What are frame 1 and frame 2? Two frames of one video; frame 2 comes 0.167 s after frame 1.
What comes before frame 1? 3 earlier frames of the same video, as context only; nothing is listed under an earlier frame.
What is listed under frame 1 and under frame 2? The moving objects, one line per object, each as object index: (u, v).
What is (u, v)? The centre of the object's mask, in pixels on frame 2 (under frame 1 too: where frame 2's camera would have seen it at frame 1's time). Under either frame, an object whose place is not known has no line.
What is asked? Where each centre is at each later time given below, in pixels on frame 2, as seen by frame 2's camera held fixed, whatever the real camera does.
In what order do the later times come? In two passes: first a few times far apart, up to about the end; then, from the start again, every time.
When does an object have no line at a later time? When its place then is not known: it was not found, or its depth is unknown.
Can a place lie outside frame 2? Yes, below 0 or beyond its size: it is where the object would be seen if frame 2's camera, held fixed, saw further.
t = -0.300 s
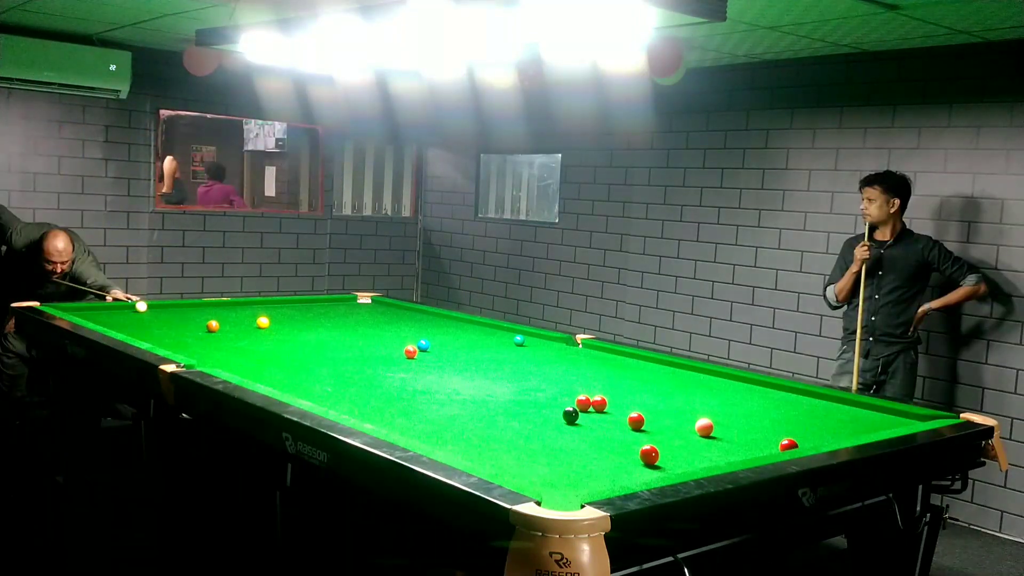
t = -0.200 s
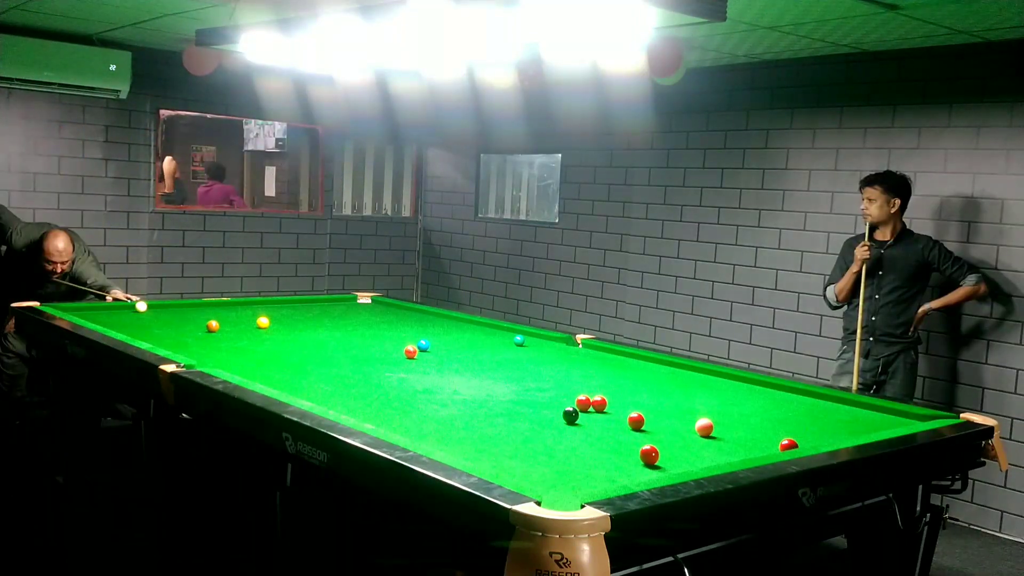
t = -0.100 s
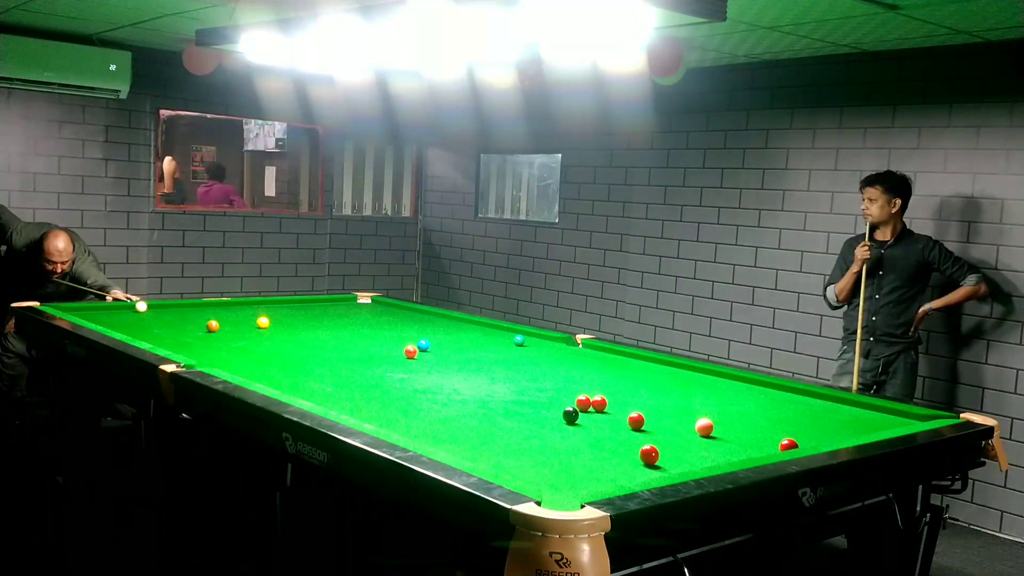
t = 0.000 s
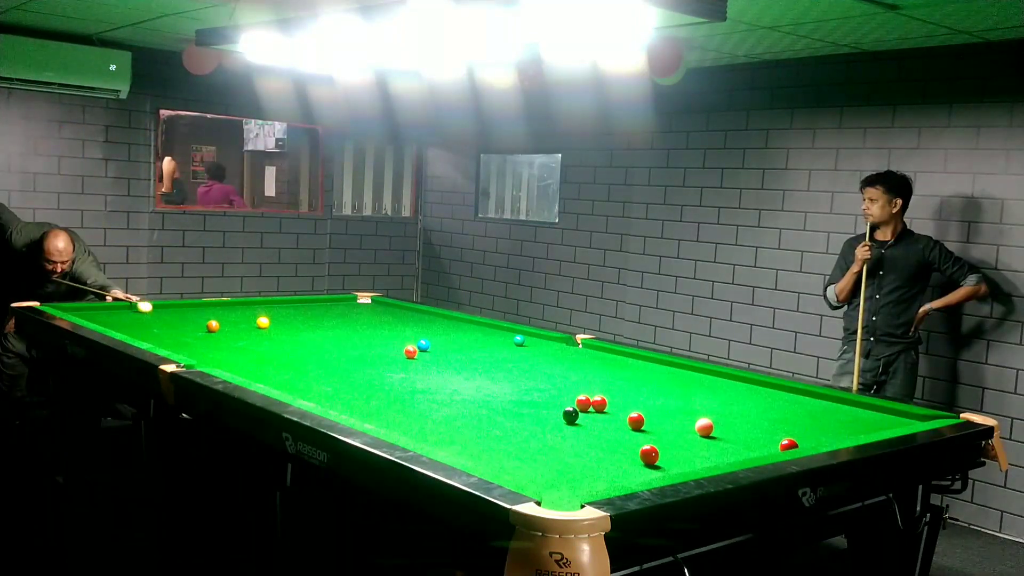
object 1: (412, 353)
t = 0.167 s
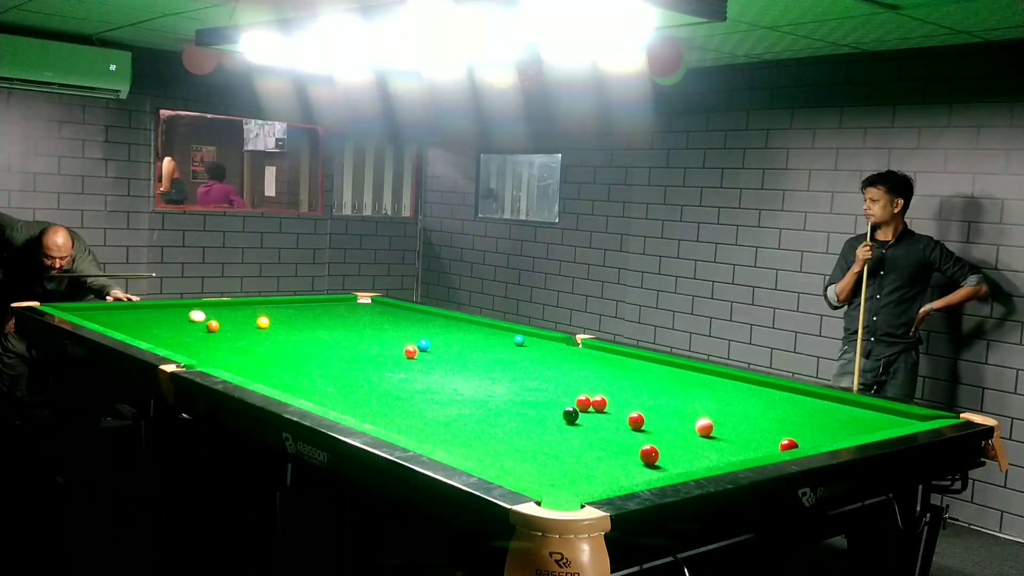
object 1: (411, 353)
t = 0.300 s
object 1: (411, 352)
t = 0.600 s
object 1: (410, 352)
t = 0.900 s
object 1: (467, 352)
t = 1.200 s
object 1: (533, 354)
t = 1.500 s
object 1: (595, 355)
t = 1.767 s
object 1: (642, 357)
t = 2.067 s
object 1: (636, 362)
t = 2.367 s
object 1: (630, 368)
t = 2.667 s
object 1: (625, 373)
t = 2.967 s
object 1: (619, 379)
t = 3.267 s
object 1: (614, 385)
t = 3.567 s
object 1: (608, 390)
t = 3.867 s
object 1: (603, 393)
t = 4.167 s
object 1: (597, 395)
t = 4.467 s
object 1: (593, 400)
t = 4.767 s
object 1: (594, 401)
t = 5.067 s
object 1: (594, 401)
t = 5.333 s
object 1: (594, 401)
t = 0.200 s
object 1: (411, 352)
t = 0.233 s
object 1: (411, 352)
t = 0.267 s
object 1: (411, 352)
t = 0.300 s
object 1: (411, 352)
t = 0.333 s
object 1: (411, 352)
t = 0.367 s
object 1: (410, 352)
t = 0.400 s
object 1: (410, 352)
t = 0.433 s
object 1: (410, 352)
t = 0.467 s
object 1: (411, 352)
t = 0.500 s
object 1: (411, 352)
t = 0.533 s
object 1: (411, 352)
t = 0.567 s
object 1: (411, 352)
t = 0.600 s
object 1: (410, 352)
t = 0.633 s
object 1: (411, 352)
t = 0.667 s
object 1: (411, 352)
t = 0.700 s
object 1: (412, 352)
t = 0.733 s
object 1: (422, 352)
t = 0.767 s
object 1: (432, 352)
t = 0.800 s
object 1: (442, 352)
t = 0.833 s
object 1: (450, 352)
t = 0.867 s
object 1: (459, 352)
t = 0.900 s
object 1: (467, 352)
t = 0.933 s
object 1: (474, 353)
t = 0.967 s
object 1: (481, 353)
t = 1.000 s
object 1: (489, 353)
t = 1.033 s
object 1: (496, 353)
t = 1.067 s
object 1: (504, 353)
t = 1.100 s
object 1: (511, 353)
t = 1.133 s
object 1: (518, 354)
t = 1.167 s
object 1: (525, 354)
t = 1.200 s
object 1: (533, 354)
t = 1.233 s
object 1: (539, 354)
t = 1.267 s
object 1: (547, 354)
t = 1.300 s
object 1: (554, 354)
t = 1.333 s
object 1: (560, 354)
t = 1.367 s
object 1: (567, 355)
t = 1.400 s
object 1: (574, 355)
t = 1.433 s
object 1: (581, 355)
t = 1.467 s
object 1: (588, 355)
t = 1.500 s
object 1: (595, 355)
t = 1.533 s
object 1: (601, 355)
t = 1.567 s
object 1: (608, 355)
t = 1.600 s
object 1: (614, 356)
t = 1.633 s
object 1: (621, 356)
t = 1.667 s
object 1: (628, 356)
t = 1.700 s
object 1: (634, 356)
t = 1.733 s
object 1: (641, 356)
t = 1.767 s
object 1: (642, 357)
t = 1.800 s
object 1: (641, 357)
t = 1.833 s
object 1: (640, 358)
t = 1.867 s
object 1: (639, 358)
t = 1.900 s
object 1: (639, 359)
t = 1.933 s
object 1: (638, 360)
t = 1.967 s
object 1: (637, 360)
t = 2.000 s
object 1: (637, 361)
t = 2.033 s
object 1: (636, 362)
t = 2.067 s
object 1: (636, 362)
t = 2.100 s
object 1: (635, 363)
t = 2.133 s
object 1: (634, 363)
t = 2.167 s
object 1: (634, 364)
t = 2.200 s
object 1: (633, 365)
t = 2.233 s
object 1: (633, 365)
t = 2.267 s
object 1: (632, 366)
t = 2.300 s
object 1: (631, 367)
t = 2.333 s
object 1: (631, 367)
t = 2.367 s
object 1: (630, 368)
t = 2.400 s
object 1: (629, 368)
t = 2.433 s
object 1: (629, 369)
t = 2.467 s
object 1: (628, 370)
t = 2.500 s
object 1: (628, 370)
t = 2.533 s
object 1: (627, 371)
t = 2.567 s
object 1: (626, 372)
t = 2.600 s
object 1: (626, 372)
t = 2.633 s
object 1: (625, 373)
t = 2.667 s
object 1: (625, 373)
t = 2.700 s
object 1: (624, 374)
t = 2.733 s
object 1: (623, 375)
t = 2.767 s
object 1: (623, 375)
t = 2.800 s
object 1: (622, 376)
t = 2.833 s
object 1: (621, 376)
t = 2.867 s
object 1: (621, 377)
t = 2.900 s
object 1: (620, 378)
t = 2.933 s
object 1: (620, 378)
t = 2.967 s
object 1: (619, 379)
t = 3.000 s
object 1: (618, 380)
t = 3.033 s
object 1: (618, 380)
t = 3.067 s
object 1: (617, 381)
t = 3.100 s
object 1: (617, 381)
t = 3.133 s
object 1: (616, 382)
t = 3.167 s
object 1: (615, 383)
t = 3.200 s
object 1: (615, 383)
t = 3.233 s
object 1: (614, 384)
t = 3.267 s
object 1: (614, 385)
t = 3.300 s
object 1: (613, 385)
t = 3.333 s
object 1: (612, 386)
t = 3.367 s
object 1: (612, 386)
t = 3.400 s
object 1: (611, 387)
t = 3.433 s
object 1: (611, 388)
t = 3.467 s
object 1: (610, 388)
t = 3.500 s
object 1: (609, 389)
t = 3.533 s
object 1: (609, 389)
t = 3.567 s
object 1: (608, 390)
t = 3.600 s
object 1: (608, 391)
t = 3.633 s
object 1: (607, 391)
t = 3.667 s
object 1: (606, 391)
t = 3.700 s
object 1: (606, 392)
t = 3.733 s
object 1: (605, 392)
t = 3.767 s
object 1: (605, 392)
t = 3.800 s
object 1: (604, 393)
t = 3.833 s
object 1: (604, 393)
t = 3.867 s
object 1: (603, 393)
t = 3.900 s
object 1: (603, 394)
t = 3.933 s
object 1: (602, 394)
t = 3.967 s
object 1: (602, 394)
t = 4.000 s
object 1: (601, 394)
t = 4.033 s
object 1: (601, 395)
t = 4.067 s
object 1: (600, 395)
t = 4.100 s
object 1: (599, 395)
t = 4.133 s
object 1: (598, 395)
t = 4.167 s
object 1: (597, 395)
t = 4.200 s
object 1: (597, 396)
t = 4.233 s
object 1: (595, 396)
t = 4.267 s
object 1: (595, 397)
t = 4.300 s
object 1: (594, 397)
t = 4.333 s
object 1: (594, 398)
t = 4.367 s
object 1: (594, 398)
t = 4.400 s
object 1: (593, 399)
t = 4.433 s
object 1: (593, 399)
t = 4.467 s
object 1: (593, 400)
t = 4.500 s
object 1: (593, 400)
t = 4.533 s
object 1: (593, 400)
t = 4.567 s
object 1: (593, 400)
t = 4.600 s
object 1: (593, 400)
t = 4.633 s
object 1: (593, 400)
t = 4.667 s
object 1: (593, 400)
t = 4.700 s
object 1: (593, 401)
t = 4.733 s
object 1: (593, 401)
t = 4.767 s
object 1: (594, 401)
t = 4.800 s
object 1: (594, 401)
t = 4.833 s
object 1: (594, 401)
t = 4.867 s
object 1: (594, 401)
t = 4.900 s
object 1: (594, 401)
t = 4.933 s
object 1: (594, 401)
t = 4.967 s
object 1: (594, 401)
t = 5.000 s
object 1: (594, 401)
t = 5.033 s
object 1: (594, 401)
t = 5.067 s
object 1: (594, 401)
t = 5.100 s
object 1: (594, 401)
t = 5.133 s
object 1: (594, 401)
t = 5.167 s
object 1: (594, 401)
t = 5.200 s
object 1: (594, 401)
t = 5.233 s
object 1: (594, 401)
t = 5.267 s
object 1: (594, 401)
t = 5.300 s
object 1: (594, 401)
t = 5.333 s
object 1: (594, 401)
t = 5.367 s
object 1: (594, 401)
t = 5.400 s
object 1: (594, 401)
